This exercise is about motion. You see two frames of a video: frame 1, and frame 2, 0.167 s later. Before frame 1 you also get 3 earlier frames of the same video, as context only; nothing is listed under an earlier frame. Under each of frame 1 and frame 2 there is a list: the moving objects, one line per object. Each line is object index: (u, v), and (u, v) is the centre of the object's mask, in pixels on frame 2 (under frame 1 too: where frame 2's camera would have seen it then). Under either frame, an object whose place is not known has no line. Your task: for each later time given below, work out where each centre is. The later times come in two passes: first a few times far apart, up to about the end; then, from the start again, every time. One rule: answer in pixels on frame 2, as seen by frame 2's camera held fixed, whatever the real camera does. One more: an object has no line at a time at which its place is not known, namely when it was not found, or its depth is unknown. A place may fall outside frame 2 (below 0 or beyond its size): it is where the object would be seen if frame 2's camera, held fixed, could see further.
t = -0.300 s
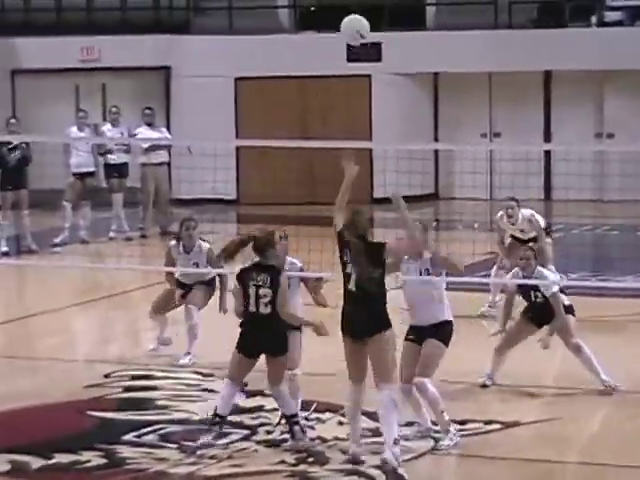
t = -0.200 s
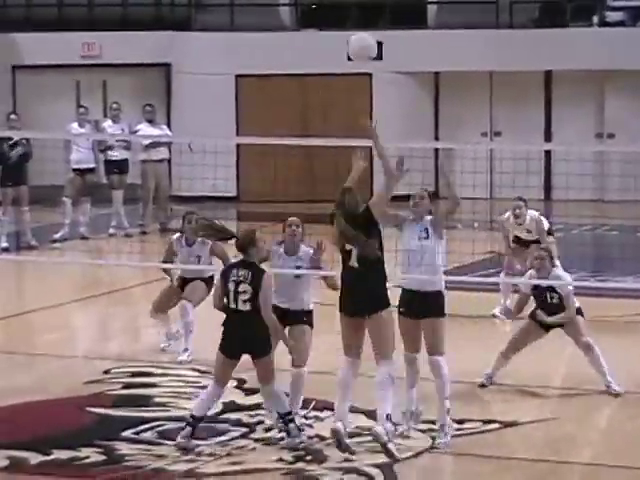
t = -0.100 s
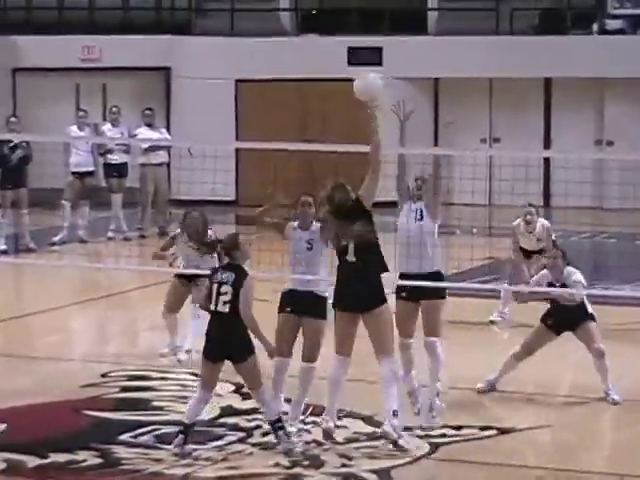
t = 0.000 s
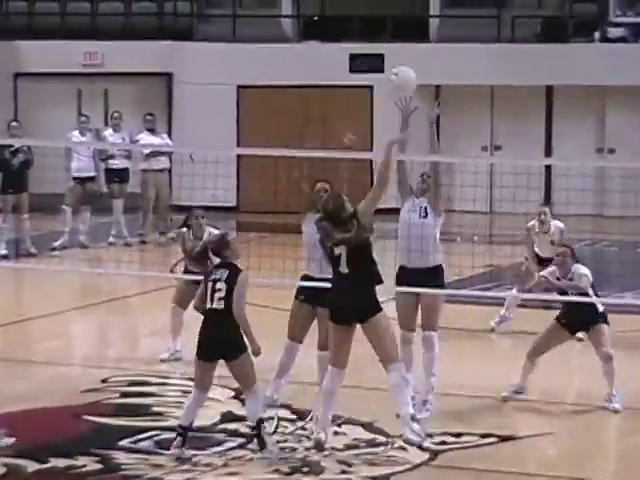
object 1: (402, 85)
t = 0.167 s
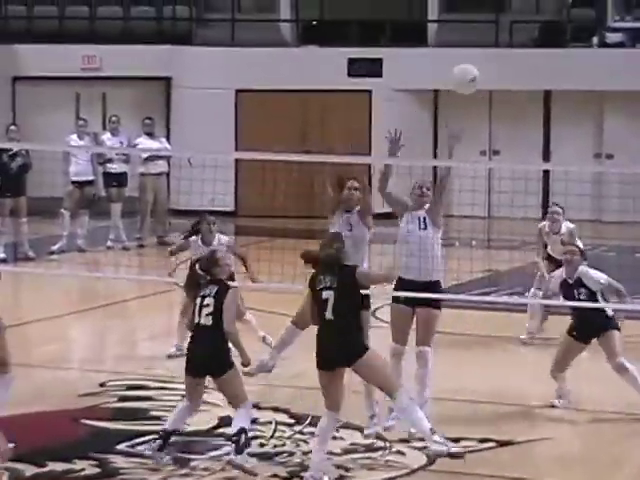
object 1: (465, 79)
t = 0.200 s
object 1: (476, 82)
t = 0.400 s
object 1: (549, 134)
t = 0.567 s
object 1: (591, 162)
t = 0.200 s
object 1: (476, 82)
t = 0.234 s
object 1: (490, 87)
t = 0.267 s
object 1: (501, 94)
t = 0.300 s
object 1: (514, 102)
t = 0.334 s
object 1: (526, 111)
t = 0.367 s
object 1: (538, 120)
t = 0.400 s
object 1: (549, 134)
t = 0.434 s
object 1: (561, 149)
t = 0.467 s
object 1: (568, 154)
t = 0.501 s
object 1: (578, 153)
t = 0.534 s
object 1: (585, 156)
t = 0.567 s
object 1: (591, 162)
